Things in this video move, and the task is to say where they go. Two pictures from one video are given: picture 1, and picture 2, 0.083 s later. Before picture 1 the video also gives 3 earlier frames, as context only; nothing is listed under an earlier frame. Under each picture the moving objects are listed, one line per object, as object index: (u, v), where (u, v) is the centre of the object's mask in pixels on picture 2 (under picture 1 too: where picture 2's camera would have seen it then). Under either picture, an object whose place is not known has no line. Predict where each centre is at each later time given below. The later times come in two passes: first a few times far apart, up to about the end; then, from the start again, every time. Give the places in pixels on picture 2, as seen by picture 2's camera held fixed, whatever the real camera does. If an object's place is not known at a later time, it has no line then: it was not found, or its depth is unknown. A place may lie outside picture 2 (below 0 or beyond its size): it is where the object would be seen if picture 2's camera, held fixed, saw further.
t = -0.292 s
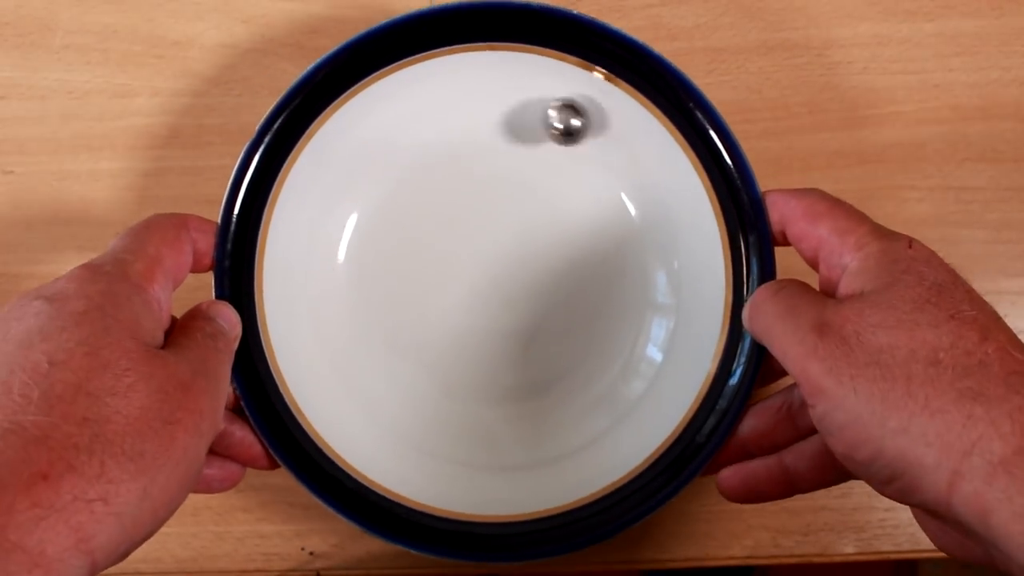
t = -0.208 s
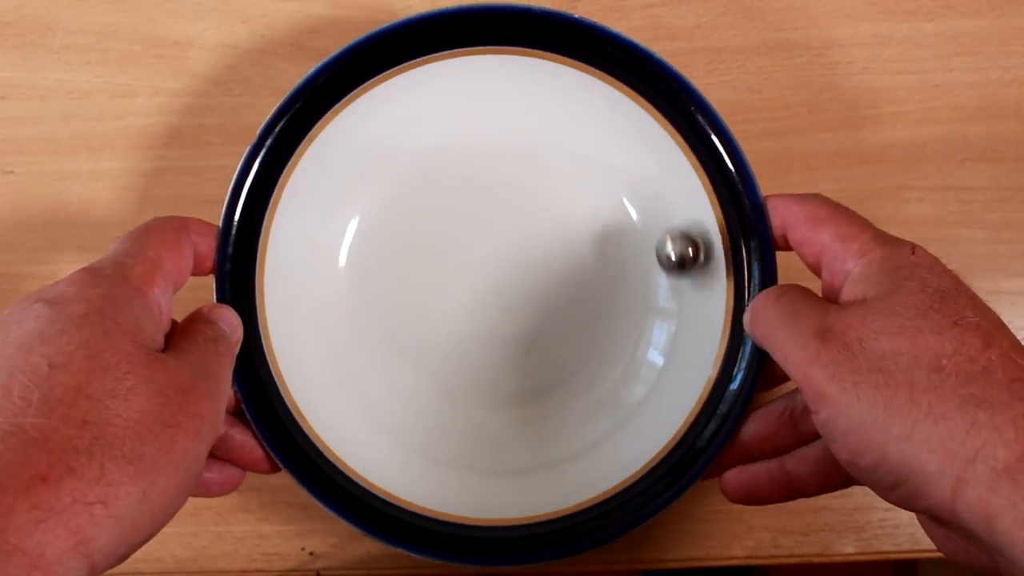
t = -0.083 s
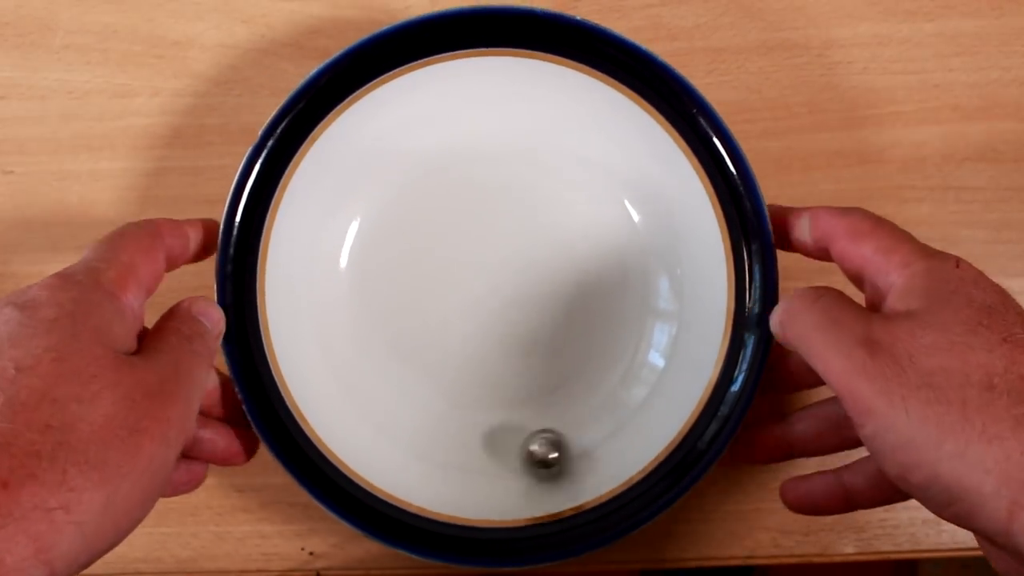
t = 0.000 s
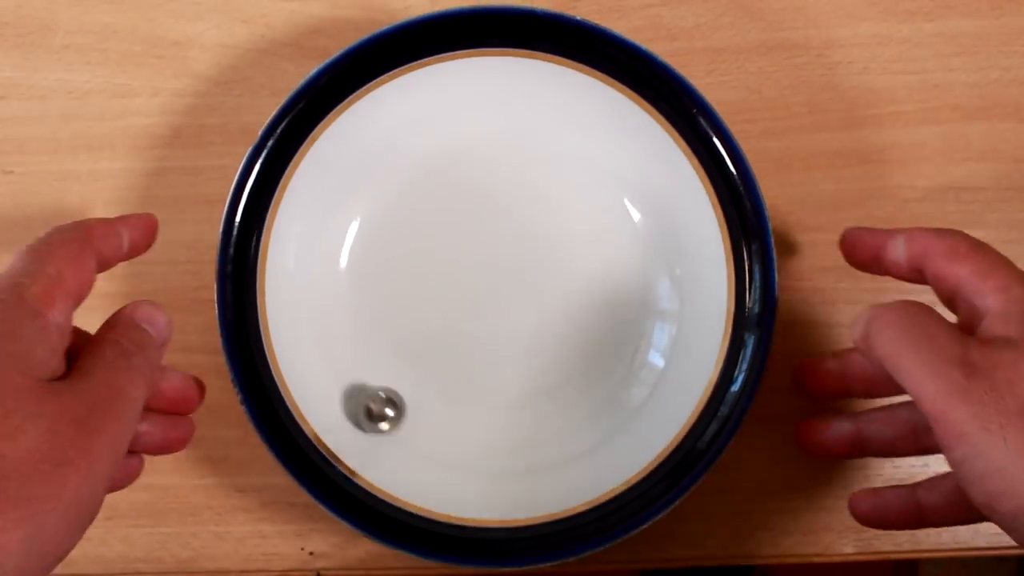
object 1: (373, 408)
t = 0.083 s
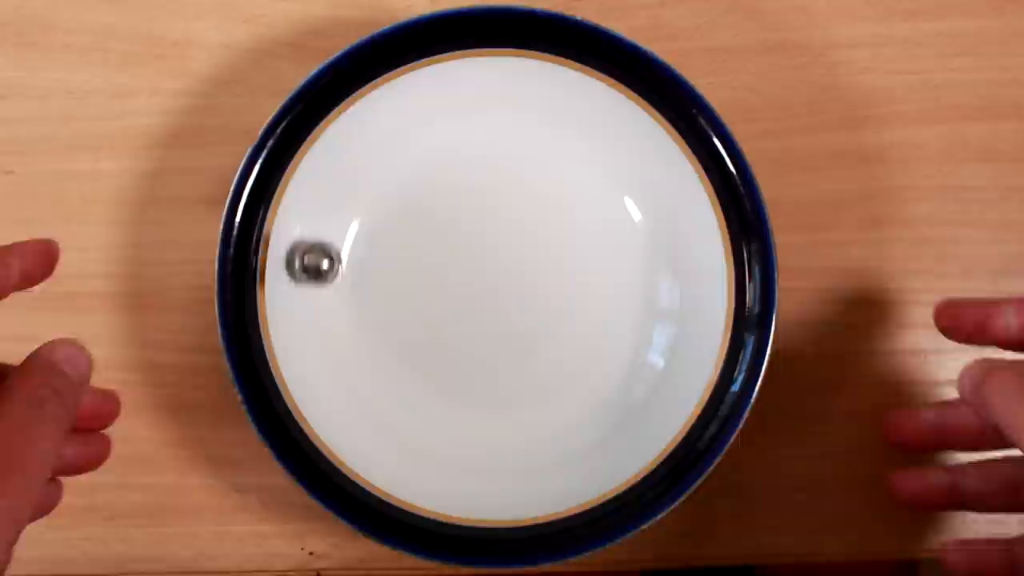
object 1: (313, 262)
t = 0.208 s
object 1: (473, 105)
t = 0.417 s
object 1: (605, 424)
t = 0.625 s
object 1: (321, 284)
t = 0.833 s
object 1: (638, 167)
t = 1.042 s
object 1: (469, 447)
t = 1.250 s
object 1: (364, 161)
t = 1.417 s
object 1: (649, 224)
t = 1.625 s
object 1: (426, 446)
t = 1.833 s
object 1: (414, 137)
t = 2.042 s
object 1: (655, 319)
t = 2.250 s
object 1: (347, 389)
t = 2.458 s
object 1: (499, 125)
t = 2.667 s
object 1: (617, 393)
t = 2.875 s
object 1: (319, 316)
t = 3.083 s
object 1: (562, 146)
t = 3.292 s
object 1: (568, 434)
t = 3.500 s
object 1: (324, 262)
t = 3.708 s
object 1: (601, 172)
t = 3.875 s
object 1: (595, 422)
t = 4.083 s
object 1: (333, 299)
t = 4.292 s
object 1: (557, 142)
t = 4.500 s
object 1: (575, 431)
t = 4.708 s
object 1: (337, 291)
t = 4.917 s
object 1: (562, 142)
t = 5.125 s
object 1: (577, 427)
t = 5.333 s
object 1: (341, 305)
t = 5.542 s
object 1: (539, 132)
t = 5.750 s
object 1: (602, 404)
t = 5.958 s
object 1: (360, 345)
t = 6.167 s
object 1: (484, 126)
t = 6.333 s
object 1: (641, 287)
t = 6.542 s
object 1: (448, 432)
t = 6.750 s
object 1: (360, 197)
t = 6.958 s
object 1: (614, 204)
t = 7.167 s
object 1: (538, 435)
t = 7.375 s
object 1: (335, 293)
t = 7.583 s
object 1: (520, 147)
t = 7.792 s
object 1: (628, 359)
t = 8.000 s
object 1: (395, 402)
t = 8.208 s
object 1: (404, 180)
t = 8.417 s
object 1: (623, 215)
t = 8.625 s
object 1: (541, 432)
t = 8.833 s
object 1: (357, 323)
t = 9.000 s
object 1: (419, 158)
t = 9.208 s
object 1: (632, 233)
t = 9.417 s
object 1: (534, 423)
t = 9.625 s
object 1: (354, 331)
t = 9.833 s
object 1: (448, 150)
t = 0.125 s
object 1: (335, 186)
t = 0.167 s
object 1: (397, 129)
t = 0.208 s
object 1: (473, 105)
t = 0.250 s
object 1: (556, 121)
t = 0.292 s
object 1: (629, 175)
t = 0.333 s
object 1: (664, 259)
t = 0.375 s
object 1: (655, 349)
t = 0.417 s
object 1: (605, 424)
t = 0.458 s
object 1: (529, 466)
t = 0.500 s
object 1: (446, 466)
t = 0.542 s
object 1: (370, 425)
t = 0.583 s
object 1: (329, 360)
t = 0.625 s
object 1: (321, 284)
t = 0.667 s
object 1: (346, 209)
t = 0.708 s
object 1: (408, 150)
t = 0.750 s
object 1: (481, 119)
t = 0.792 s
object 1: (562, 125)
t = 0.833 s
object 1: (638, 167)
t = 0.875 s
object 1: (676, 241)
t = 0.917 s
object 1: (673, 323)
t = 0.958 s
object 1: (628, 396)
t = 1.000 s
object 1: (553, 440)
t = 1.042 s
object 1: (469, 447)
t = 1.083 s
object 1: (386, 419)
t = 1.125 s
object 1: (334, 365)
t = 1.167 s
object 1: (311, 294)
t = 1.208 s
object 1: (322, 221)
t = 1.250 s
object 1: (364, 161)
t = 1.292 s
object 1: (438, 126)
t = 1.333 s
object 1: (518, 126)
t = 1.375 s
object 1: (593, 161)
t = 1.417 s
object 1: (649, 224)
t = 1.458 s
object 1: (667, 305)
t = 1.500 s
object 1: (647, 383)
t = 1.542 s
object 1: (588, 441)
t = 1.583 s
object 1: (512, 464)
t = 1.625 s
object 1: (426, 446)
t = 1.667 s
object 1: (371, 400)
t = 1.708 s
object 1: (337, 334)
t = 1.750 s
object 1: (332, 261)
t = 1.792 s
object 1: (354, 190)
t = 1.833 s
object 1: (414, 137)
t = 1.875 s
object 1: (481, 111)
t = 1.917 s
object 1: (556, 121)
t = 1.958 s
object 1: (624, 166)
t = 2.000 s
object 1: (657, 238)
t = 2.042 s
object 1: (655, 319)
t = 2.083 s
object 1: (615, 392)
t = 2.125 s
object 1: (552, 441)
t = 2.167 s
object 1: (476, 459)
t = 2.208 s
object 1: (397, 437)
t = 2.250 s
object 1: (347, 389)
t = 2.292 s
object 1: (323, 324)
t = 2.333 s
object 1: (330, 254)
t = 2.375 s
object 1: (365, 191)
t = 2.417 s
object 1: (430, 146)
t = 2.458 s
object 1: (499, 125)
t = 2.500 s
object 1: (574, 137)
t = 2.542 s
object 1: (638, 182)
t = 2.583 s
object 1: (670, 251)
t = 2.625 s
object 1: (662, 328)
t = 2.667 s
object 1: (617, 393)
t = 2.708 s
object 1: (550, 432)
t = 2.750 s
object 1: (465, 441)
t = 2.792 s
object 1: (397, 423)
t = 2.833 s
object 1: (345, 378)
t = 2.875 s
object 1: (319, 316)
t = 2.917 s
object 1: (322, 248)
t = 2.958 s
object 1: (354, 188)
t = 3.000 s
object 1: (417, 147)
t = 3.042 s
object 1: (489, 133)
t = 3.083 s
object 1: (562, 146)
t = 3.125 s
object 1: (627, 188)
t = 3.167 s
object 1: (664, 253)
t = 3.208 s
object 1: (665, 328)
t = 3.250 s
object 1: (629, 393)
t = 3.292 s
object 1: (568, 434)
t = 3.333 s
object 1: (496, 445)
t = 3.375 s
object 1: (418, 425)
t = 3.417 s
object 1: (366, 386)
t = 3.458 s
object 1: (332, 328)
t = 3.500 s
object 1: (324, 262)
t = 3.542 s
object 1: (345, 199)
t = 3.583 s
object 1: (400, 151)
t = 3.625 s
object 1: (464, 130)
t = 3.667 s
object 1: (534, 137)
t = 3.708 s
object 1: (601, 172)
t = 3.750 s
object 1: (645, 229)
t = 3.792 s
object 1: (661, 298)
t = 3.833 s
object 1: (643, 369)
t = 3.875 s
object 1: (595, 422)
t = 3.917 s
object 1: (529, 448)
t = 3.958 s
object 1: (462, 444)
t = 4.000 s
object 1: (394, 410)
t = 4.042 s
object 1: (353, 360)
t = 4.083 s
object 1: (333, 299)
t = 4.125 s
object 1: (337, 235)
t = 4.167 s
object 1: (366, 177)
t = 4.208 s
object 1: (426, 138)
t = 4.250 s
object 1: (491, 125)
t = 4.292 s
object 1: (557, 142)
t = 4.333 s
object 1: (613, 188)
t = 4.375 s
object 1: (647, 248)
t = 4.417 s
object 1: (652, 317)
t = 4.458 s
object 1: (627, 383)
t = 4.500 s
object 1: (575, 431)
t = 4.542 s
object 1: (510, 451)
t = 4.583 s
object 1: (442, 442)
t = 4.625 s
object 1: (384, 404)
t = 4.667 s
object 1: (351, 352)
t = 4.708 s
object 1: (337, 291)
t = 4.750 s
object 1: (345, 229)
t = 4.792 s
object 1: (384, 174)
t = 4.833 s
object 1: (434, 137)
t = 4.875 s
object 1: (497, 124)
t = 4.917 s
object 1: (562, 142)
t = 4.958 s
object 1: (615, 186)
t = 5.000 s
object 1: (644, 247)
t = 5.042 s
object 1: (648, 314)
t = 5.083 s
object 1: (625, 378)
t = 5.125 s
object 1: (577, 427)
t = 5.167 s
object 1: (516, 450)
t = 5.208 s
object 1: (448, 445)
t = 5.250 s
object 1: (391, 411)
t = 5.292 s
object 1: (357, 362)
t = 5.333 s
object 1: (341, 305)
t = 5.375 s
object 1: (345, 245)
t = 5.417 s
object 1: (368, 189)
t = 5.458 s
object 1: (420, 146)
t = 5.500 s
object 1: (476, 125)
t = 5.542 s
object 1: (539, 132)
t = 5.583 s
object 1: (596, 167)
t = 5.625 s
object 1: (632, 222)
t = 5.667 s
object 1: (646, 284)
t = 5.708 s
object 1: (633, 348)
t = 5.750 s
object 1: (602, 404)
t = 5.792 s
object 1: (550, 440)
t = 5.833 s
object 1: (489, 450)
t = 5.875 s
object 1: (431, 434)
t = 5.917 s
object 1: (390, 395)
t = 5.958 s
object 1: (360, 345)
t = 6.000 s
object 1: (343, 288)
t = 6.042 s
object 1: (354, 232)
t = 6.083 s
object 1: (384, 178)
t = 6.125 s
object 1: (428, 141)
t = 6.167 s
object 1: (484, 126)
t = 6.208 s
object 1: (543, 138)
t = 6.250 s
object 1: (593, 175)
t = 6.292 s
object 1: (627, 228)
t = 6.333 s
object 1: (641, 287)
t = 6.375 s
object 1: (636, 347)
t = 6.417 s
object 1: (608, 401)
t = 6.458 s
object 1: (559, 436)
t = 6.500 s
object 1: (501, 446)
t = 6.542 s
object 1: (448, 432)
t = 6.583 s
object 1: (403, 399)
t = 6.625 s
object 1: (361, 354)
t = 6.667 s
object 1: (343, 304)
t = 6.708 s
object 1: (341, 249)
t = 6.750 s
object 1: (360, 197)
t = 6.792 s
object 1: (407, 156)
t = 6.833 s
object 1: (458, 135)
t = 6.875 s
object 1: (515, 138)
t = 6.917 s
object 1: (570, 163)
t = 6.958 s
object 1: (614, 204)
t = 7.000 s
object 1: (644, 253)
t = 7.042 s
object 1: (651, 312)
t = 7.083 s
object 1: (632, 370)
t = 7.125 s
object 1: (592, 413)
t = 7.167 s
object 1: (538, 435)
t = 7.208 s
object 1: (481, 435)
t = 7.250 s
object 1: (433, 417)
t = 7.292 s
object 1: (389, 386)
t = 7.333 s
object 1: (351, 344)
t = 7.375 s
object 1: (335, 293)
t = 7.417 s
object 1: (340, 241)
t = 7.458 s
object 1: (365, 194)
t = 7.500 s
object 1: (416, 160)
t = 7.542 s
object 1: (467, 145)
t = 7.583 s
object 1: (520, 147)
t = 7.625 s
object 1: (573, 165)
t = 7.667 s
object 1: (617, 200)
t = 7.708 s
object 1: (643, 250)
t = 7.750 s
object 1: (648, 306)
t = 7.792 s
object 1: (628, 359)
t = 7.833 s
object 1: (588, 399)
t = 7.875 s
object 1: (540, 424)
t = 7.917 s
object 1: (489, 433)
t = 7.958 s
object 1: (441, 426)
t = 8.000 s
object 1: (395, 402)
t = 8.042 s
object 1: (359, 362)
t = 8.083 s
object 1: (341, 313)
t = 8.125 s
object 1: (344, 263)
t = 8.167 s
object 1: (363, 218)
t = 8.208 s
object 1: (404, 180)
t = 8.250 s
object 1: (444, 151)
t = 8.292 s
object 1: (493, 137)
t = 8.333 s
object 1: (545, 144)
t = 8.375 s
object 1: (592, 171)
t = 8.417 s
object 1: (623, 215)
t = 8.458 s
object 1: (637, 267)
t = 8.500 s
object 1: (635, 318)
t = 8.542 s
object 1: (619, 366)
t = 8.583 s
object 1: (585, 406)
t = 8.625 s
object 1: (541, 432)
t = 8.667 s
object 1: (491, 439)
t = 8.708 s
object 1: (443, 426)
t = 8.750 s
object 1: (408, 398)
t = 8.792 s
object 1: (380, 363)
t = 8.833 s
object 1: (357, 323)
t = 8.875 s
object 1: (349, 277)
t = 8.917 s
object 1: (356, 231)
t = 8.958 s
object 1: (381, 189)
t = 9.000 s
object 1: (419, 158)
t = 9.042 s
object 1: (466, 145)
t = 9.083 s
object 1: (516, 148)
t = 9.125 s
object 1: (562, 163)
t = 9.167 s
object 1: (602, 192)
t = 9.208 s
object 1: (632, 233)
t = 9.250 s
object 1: (645, 282)
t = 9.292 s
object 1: (638, 330)
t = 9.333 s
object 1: (613, 373)
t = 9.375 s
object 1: (576, 405)
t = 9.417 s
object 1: (534, 423)
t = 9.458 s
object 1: (488, 430)
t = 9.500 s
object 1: (443, 424)
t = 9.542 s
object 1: (395, 402)
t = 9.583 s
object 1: (375, 372)
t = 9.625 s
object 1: (354, 331)
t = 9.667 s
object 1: (351, 287)
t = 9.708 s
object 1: (354, 244)
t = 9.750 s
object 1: (379, 207)
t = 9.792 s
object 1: (410, 174)
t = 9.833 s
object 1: (448, 150)
